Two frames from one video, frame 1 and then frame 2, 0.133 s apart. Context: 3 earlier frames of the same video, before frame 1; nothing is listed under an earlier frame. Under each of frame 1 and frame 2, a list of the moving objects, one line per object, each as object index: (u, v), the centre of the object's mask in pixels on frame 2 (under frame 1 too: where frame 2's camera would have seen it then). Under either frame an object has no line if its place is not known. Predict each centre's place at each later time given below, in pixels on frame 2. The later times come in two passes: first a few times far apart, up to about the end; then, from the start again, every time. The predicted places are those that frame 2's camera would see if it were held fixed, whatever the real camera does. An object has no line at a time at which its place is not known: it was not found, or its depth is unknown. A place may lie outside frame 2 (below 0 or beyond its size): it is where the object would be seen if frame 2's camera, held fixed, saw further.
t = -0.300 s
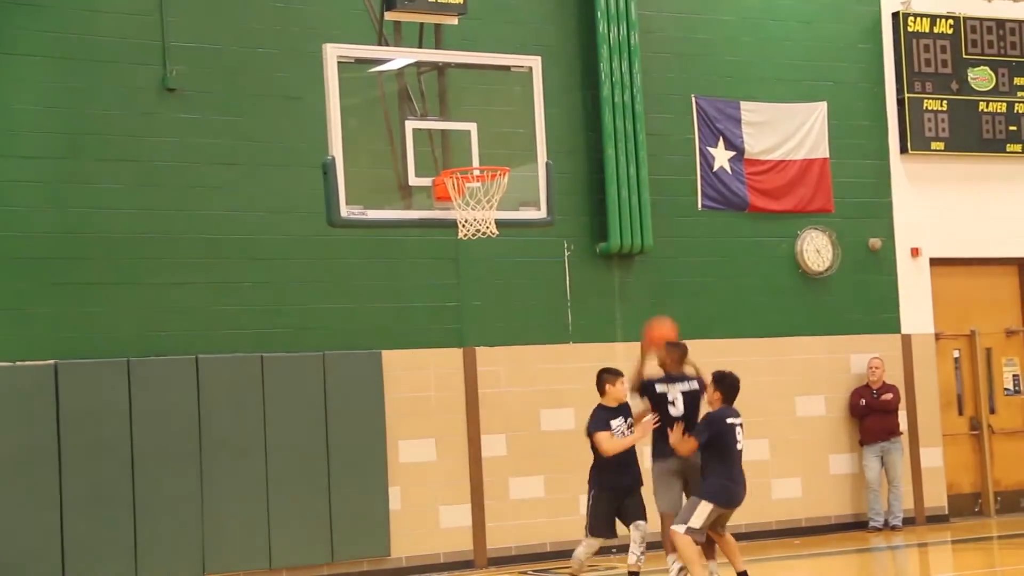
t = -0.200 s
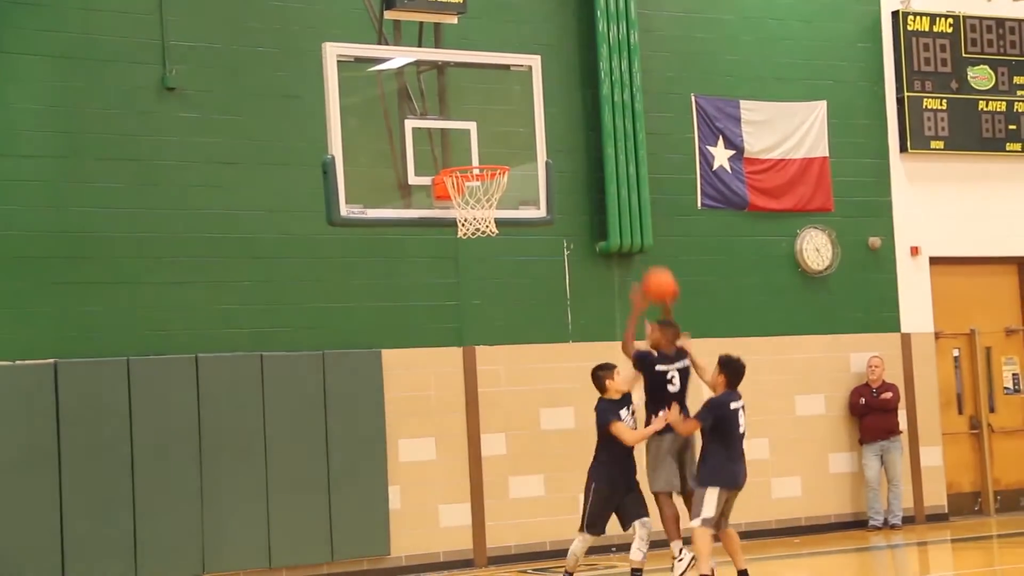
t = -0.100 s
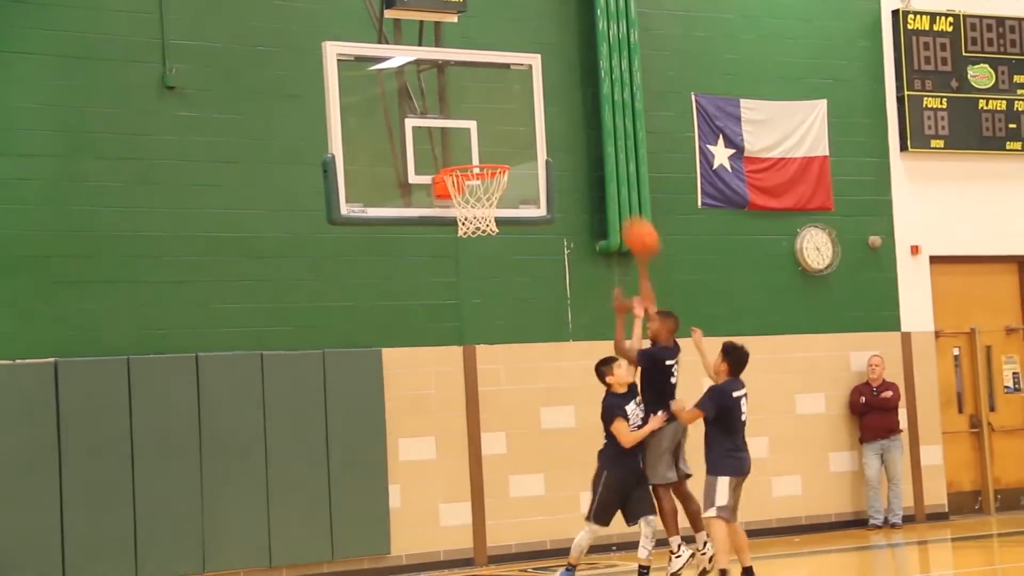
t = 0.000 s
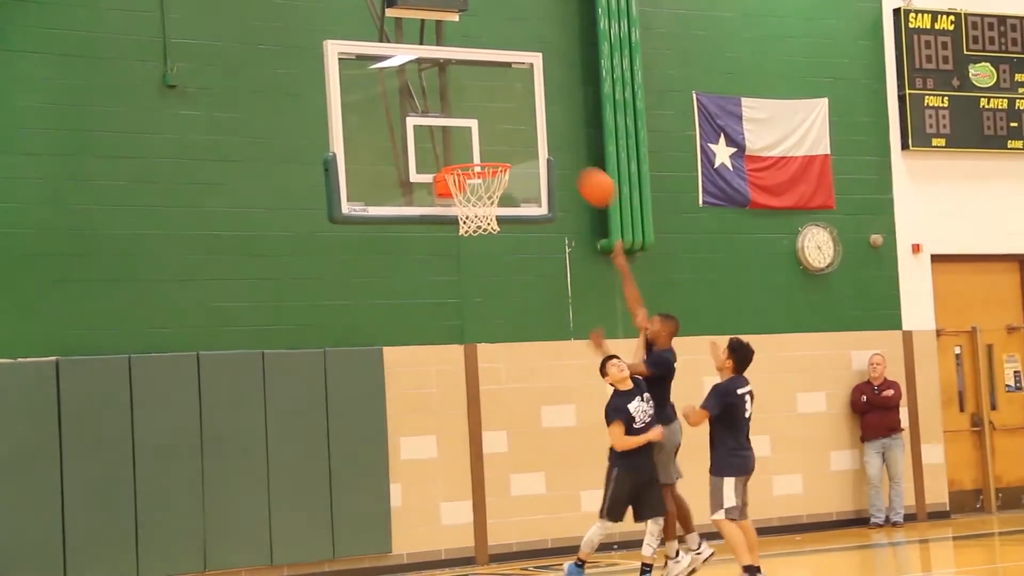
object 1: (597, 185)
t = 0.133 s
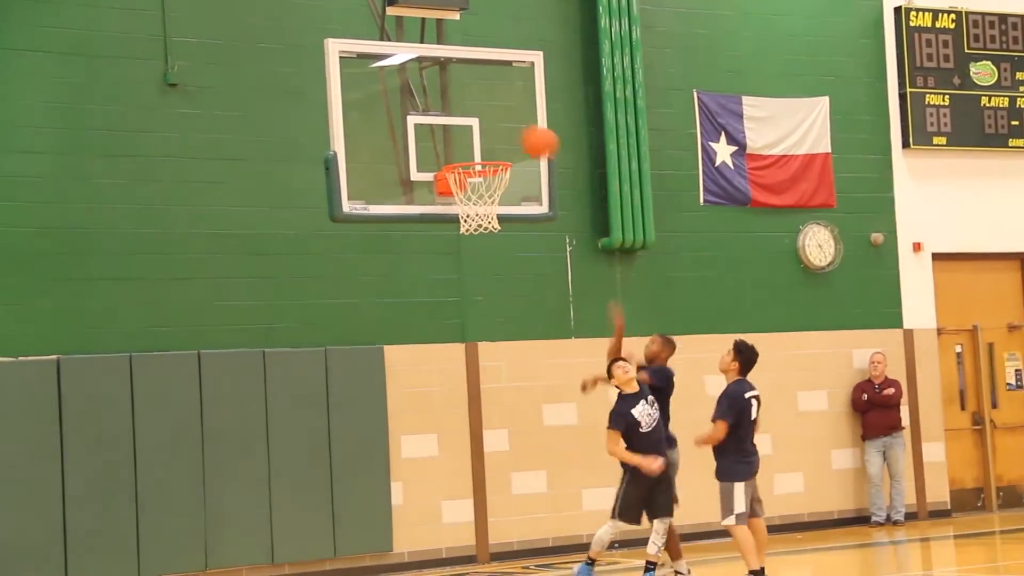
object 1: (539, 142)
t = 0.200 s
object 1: (511, 129)
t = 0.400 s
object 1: (466, 128)
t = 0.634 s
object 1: (493, 157)
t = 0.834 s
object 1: (462, 186)
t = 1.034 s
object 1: (457, 203)
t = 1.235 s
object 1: (478, 249)
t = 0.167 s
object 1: (523, 134)
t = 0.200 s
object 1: (511, 129)
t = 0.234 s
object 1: (497, 125)
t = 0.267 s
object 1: (483, 122)
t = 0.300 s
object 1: (470, 121)
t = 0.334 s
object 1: (469, 122)
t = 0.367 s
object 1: (467, 124)
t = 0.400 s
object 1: (466, 128)
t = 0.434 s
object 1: (464, 134)
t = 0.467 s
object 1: (463, 141)
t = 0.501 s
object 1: (461, 148)
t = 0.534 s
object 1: (462, 153)
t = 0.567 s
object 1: (473, 154)
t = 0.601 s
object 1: (485, 155)
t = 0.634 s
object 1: (493, 157)
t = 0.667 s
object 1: (489, 167)
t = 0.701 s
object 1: (486, 169)
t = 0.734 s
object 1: (482, 173)
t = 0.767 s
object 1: (473, 180)
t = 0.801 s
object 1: (470, 181)
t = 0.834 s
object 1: (462, 186)
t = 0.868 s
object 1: (457, 193)
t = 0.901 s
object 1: (454, 195)
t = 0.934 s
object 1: (453, 197)
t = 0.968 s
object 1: (453, 201)
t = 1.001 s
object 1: (455, 202)
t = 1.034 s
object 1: (457, 203)
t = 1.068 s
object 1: (464, 220)
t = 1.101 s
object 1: (466, 223)
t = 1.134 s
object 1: (469, 227)
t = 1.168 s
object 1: (472, 232)
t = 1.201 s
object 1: (475, 239)
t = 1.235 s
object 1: (478, 249)
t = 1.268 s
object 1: (482, 261)
